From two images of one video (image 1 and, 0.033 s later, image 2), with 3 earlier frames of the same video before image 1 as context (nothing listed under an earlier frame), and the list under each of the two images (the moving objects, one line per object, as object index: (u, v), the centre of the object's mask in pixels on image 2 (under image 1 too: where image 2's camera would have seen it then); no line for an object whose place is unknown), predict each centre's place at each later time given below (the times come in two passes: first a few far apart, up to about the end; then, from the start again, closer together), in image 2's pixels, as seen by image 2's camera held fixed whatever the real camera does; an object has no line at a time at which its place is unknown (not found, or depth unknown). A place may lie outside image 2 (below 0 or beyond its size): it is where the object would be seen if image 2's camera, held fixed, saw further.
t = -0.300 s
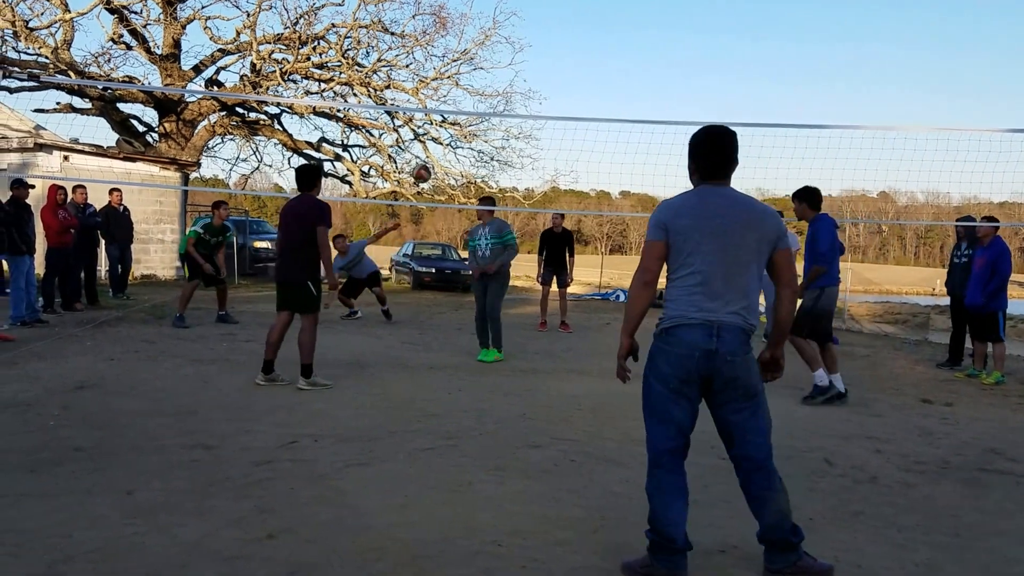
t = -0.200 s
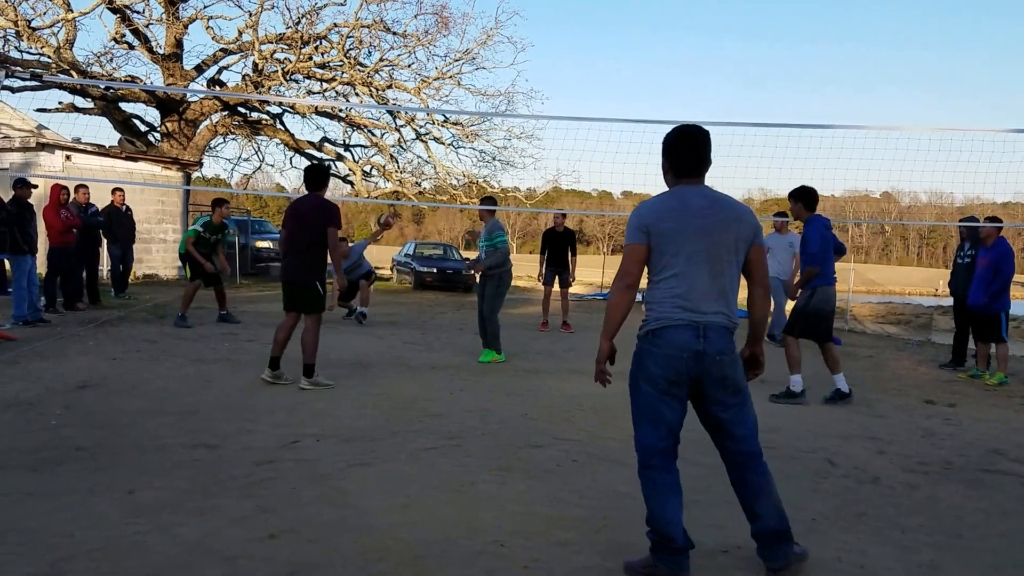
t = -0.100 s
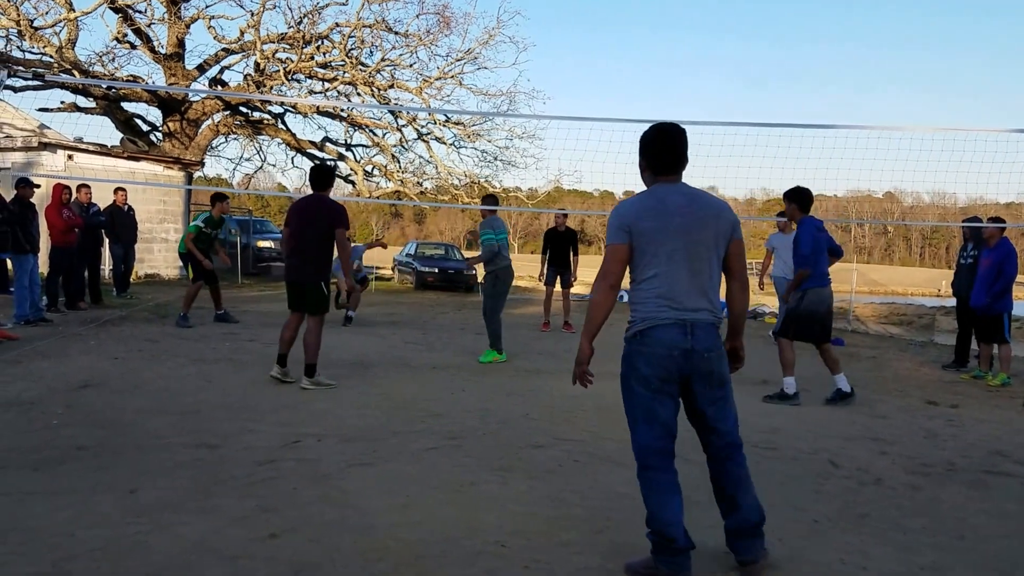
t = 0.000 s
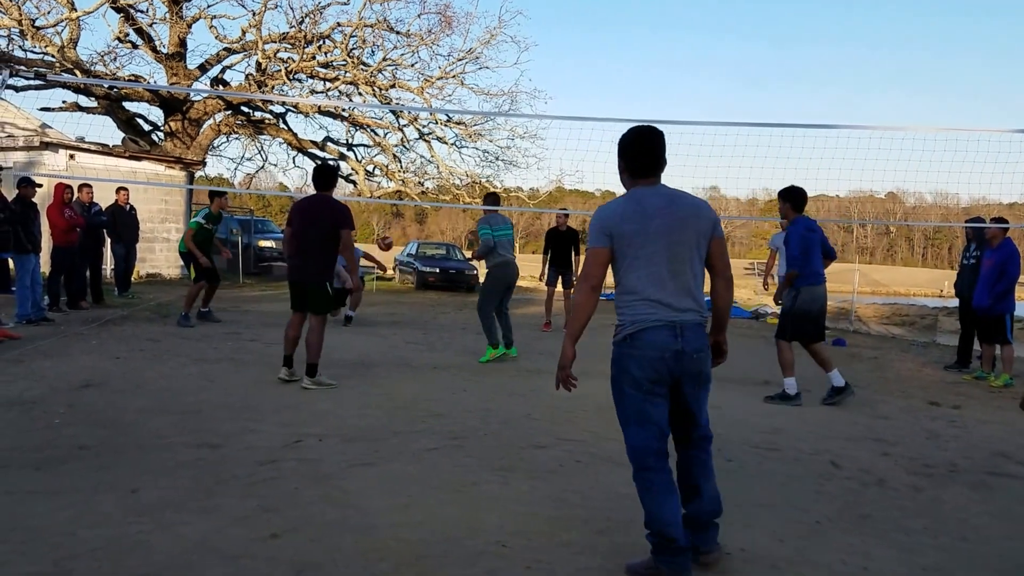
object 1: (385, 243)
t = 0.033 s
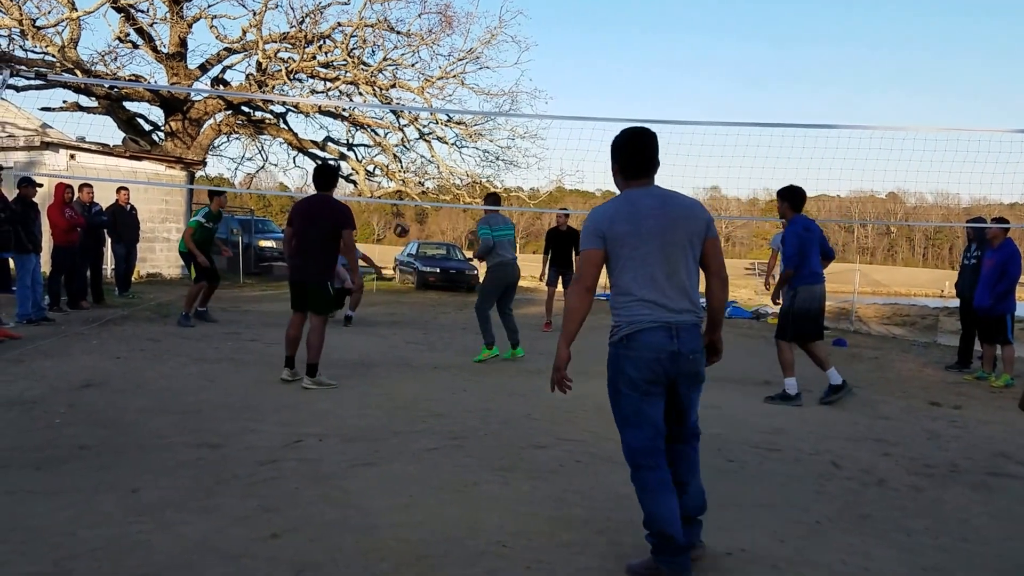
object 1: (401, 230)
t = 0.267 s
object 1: (506, 158)
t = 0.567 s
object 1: (634, 129)
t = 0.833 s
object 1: (741, 158)
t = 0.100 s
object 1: (432, 209)
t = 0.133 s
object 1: (448, 195)
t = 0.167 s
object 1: (461, 184)
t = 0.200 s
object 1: (476, 175)
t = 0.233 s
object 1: (492, 166)
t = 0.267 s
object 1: (506, 158)
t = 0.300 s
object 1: (521, 151)
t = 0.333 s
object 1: (535, 145)
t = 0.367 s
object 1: (549, 141)
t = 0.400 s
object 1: (564, 137)
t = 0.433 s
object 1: (578, 133)
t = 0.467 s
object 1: (592, 131)
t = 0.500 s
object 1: (606, 129)
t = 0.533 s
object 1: (620, 129)
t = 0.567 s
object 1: (634, 129)
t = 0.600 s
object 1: (648, 129)
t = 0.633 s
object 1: (661, 131)
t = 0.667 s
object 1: (675, 133)
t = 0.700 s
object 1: (688, 137)
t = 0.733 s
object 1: (702, 141)
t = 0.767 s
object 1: (715, 146)
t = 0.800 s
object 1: (728, 151)
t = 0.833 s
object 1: (741, 158)
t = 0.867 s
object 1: (754, 165)
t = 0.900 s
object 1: (766, 174)
